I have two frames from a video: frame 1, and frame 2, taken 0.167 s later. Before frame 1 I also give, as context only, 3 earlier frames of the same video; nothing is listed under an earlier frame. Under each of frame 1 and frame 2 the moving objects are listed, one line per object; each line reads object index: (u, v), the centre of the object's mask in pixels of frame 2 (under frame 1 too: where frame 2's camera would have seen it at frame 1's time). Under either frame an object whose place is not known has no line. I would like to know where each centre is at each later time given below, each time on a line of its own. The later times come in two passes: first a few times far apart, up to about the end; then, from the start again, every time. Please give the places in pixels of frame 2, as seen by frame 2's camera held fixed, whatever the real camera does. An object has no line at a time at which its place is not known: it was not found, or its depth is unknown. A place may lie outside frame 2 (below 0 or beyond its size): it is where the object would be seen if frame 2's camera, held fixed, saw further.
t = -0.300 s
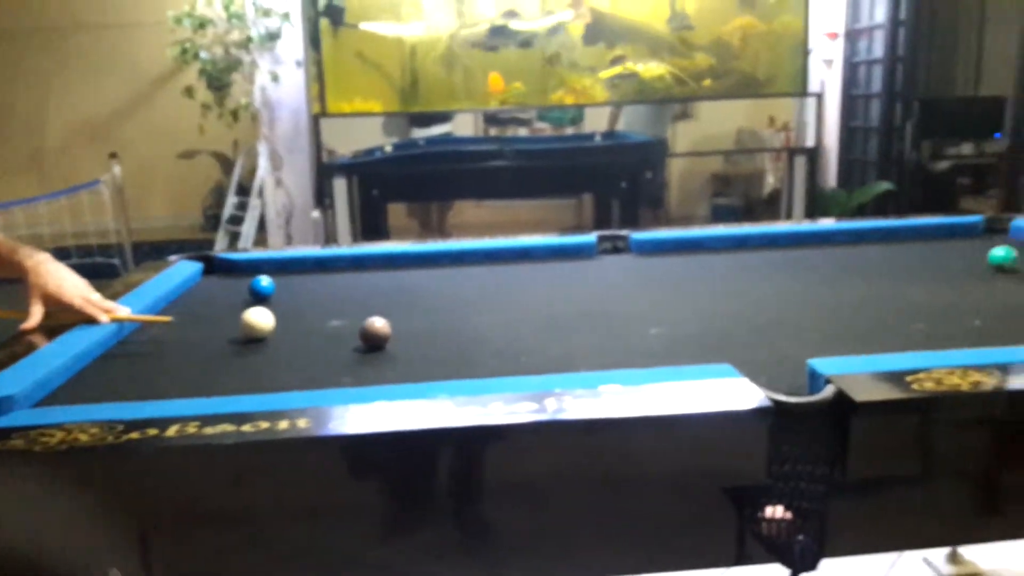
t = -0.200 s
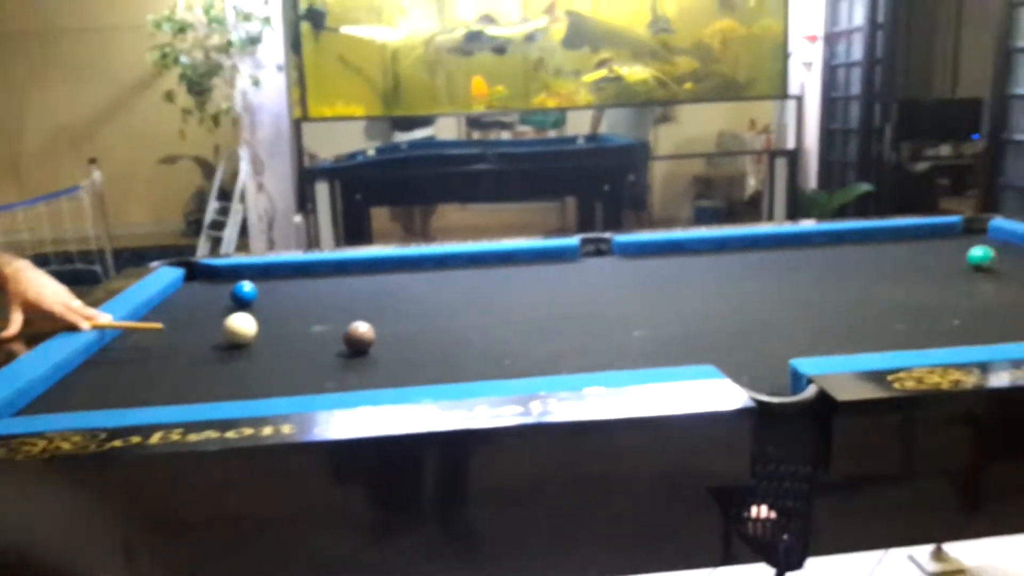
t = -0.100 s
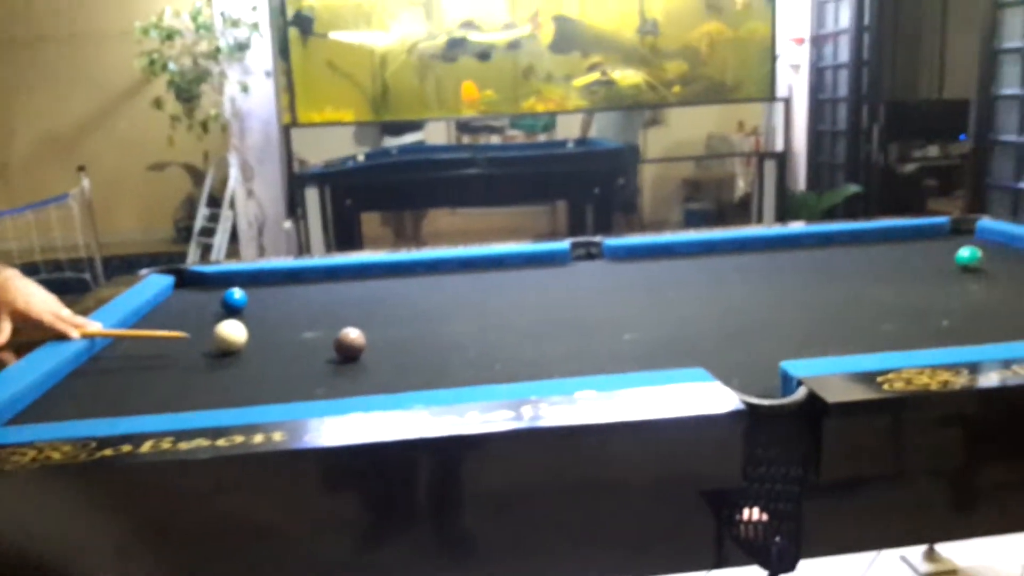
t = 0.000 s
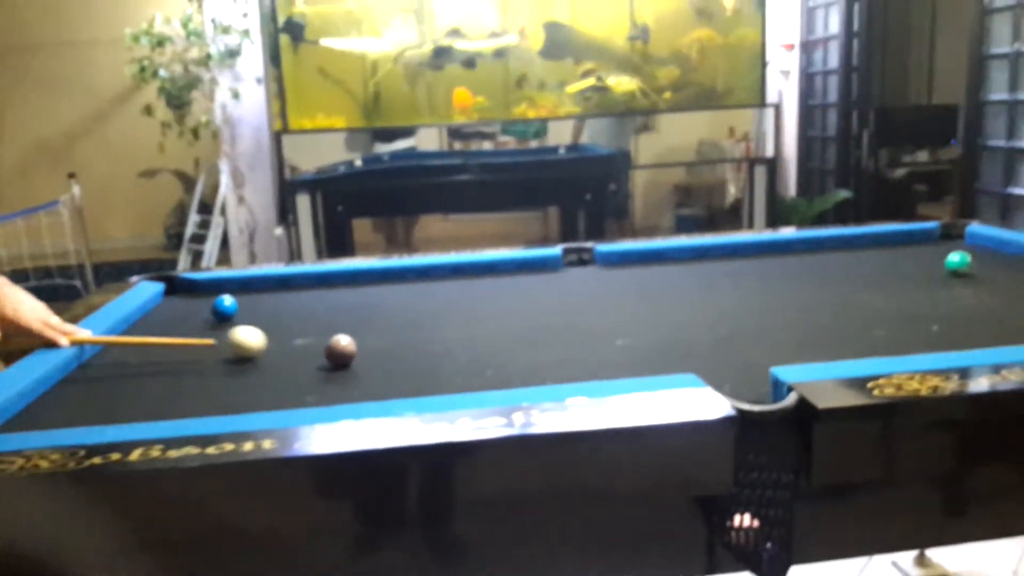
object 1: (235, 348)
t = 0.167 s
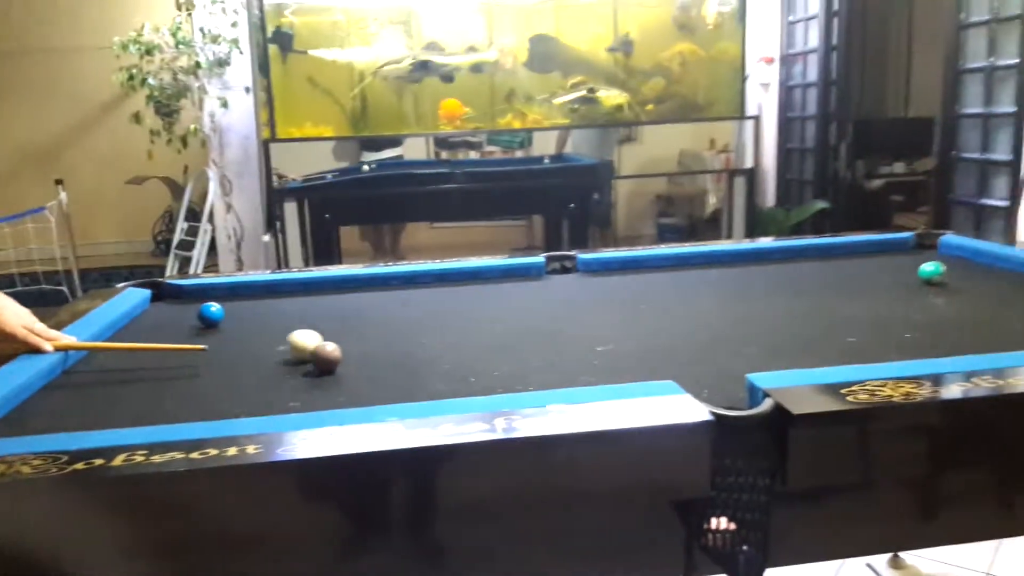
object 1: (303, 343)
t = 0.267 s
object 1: (348, 342)
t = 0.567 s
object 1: (465, 337)
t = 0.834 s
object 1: (565, 332)
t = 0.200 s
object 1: (317, 340)
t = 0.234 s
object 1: (335, 338)
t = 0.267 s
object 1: (348, 342)
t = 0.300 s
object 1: (359, 342)
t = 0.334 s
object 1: (373, 343)
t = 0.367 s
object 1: (386, 341)
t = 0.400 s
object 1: (400, 340)
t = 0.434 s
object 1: (414, 340)
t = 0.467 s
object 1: (427, 339)
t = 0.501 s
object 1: (439, 338)
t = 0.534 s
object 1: (452, 338)
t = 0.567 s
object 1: (465, 337)
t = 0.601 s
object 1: (478, 336)
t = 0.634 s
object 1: (491, 336)
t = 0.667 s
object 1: (503, 335)
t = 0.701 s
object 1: (516, 335)
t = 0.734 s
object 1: (529, 334)
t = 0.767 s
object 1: (541, 334)
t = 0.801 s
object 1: (553, 333)
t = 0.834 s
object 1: (565, 332)
